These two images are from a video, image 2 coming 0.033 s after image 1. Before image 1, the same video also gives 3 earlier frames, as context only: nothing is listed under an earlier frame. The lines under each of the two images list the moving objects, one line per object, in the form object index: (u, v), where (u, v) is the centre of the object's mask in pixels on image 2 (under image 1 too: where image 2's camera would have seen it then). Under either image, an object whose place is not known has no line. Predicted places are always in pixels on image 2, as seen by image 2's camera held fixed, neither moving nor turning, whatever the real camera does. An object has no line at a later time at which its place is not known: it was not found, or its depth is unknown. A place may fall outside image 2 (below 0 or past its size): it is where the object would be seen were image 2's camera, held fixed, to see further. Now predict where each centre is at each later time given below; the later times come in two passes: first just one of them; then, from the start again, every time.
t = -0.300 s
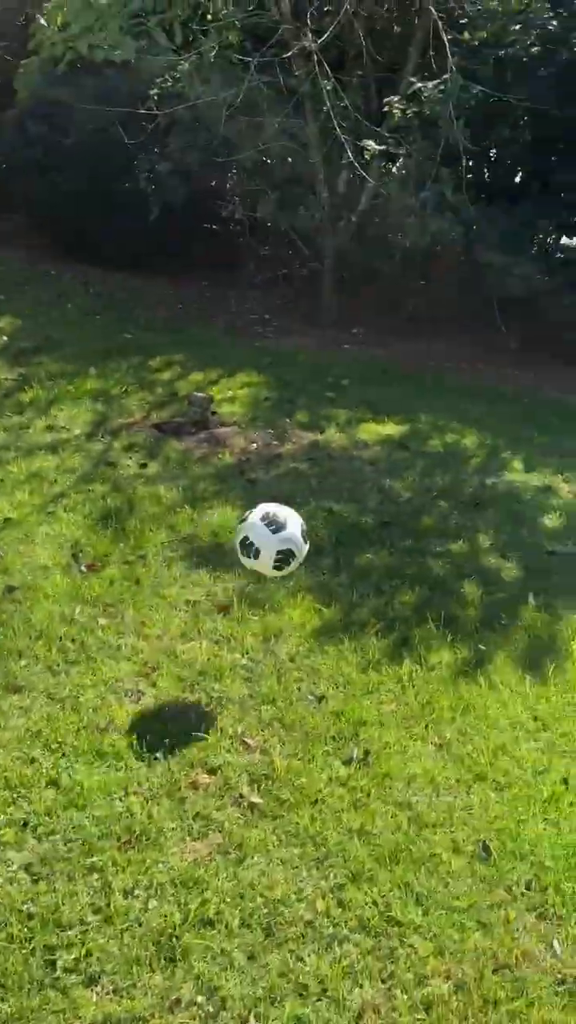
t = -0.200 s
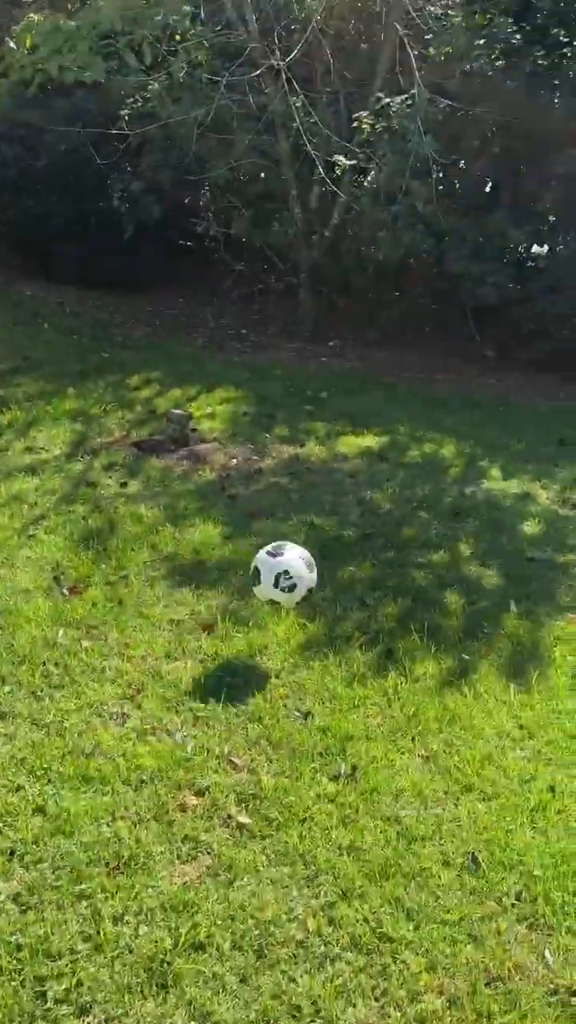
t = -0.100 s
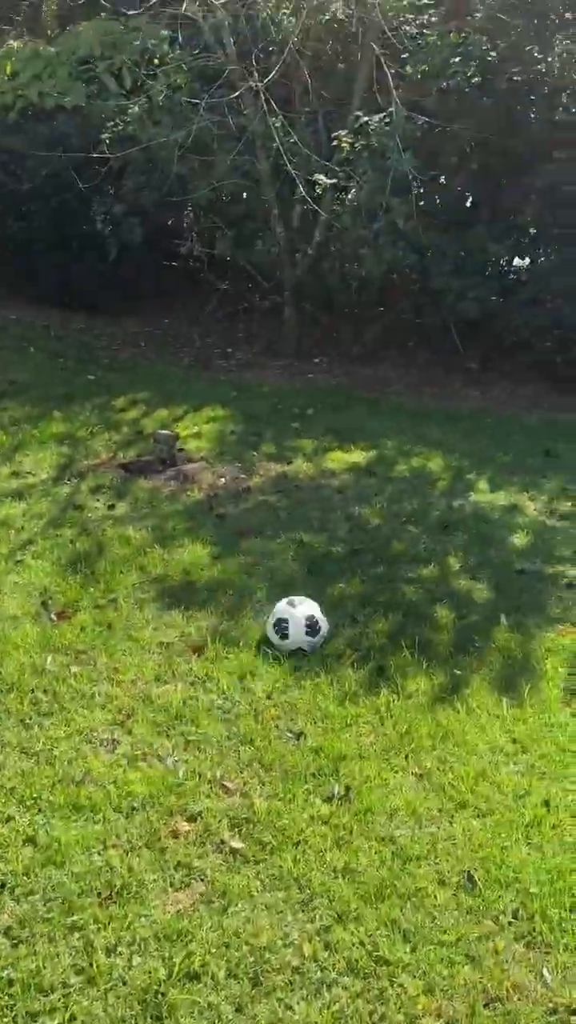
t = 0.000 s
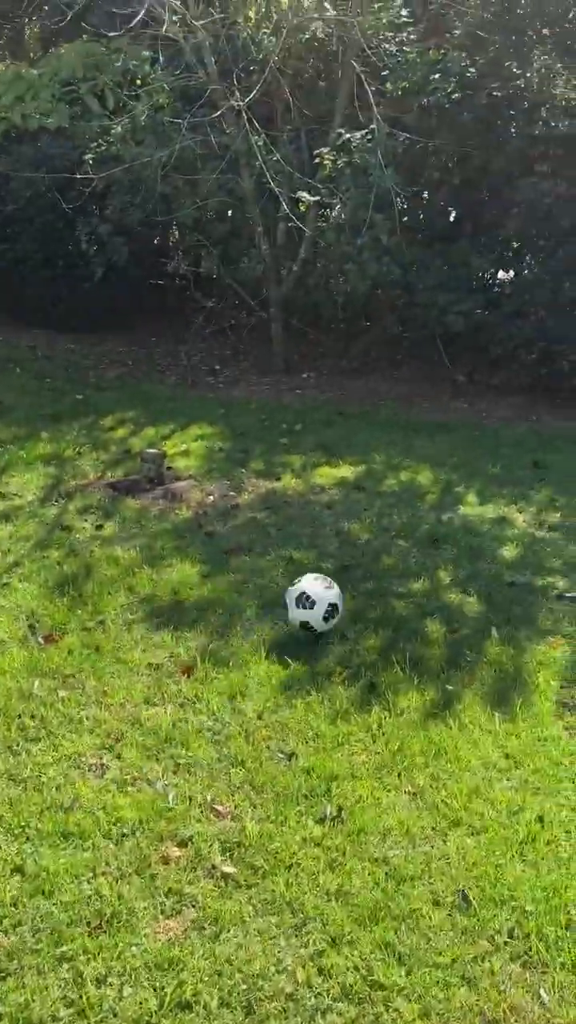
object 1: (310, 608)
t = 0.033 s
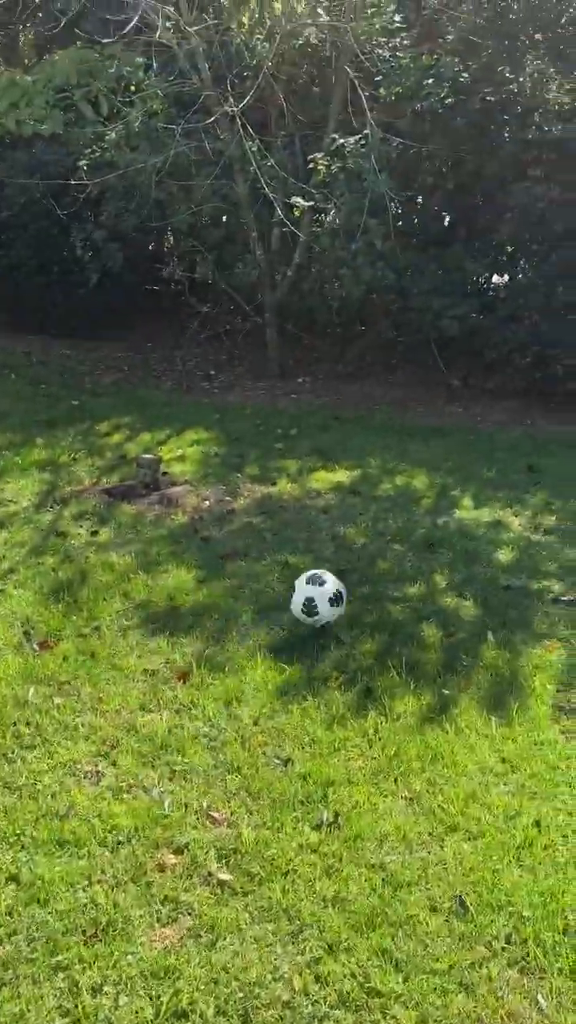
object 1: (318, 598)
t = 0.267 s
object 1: (366, 570)
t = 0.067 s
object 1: (325, 593)
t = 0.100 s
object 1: (332, 588)
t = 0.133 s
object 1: (339, 587)
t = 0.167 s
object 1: (347, 587)
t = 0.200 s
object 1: (354, 583)
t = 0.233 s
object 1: (360, 576)
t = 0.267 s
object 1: (366, 570)
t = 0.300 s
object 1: (372, 563)
